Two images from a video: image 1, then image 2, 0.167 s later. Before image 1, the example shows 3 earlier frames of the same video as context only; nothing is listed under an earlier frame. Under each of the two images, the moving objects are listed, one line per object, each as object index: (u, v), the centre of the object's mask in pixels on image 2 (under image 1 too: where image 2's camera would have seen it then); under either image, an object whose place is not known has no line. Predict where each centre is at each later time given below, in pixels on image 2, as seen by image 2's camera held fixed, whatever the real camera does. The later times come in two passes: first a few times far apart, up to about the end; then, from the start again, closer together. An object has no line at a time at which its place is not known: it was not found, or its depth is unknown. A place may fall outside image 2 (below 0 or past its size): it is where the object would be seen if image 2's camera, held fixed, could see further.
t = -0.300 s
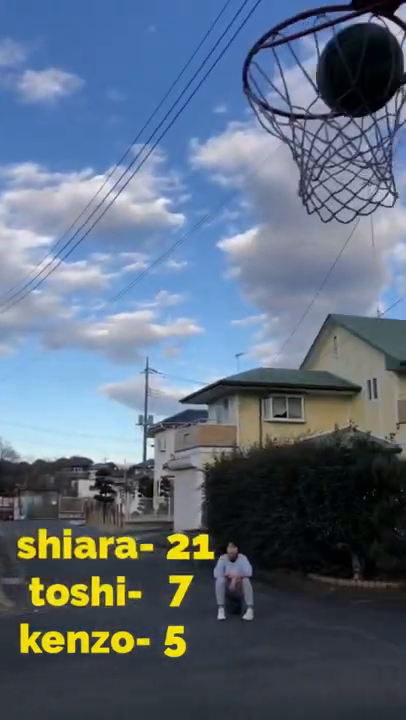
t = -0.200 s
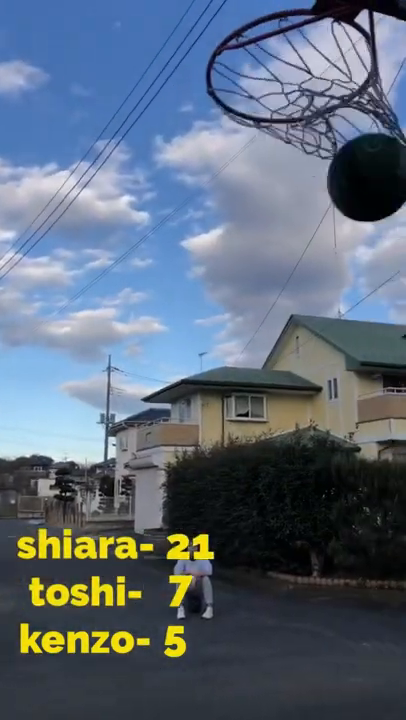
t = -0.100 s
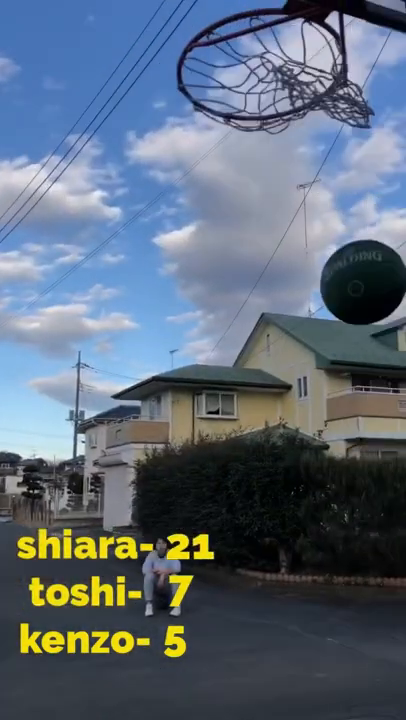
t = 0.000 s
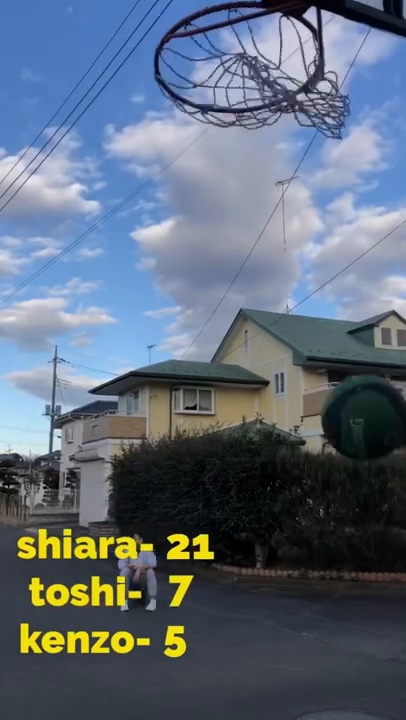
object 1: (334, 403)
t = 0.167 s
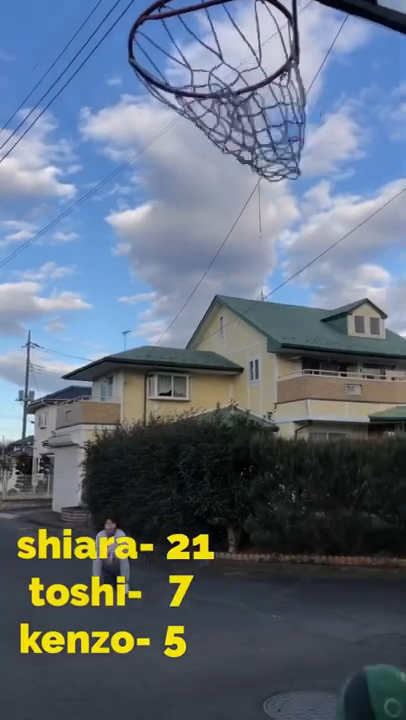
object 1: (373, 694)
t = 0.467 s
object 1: (397, 646)
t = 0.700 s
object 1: (383, 379)
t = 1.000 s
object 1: (385, 312)
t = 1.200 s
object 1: (390, 421)
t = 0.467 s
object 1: (397, 646)
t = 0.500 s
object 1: (395, 594)
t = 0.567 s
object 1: (387, 501)
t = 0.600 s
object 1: (386, 464)
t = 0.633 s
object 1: (384, 431)
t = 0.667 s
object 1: (384, 404)
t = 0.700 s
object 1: (383, 379)
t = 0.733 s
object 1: (382, 358)
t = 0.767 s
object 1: (386, 340)
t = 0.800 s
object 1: (386, 326)
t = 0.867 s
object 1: (386, 309)
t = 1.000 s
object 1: (385, 312)
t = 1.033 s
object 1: (386, 320)
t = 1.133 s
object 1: (390, 371)
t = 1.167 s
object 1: (390, 394)
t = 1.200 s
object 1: (390, 421)
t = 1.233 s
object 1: (391, 451)
